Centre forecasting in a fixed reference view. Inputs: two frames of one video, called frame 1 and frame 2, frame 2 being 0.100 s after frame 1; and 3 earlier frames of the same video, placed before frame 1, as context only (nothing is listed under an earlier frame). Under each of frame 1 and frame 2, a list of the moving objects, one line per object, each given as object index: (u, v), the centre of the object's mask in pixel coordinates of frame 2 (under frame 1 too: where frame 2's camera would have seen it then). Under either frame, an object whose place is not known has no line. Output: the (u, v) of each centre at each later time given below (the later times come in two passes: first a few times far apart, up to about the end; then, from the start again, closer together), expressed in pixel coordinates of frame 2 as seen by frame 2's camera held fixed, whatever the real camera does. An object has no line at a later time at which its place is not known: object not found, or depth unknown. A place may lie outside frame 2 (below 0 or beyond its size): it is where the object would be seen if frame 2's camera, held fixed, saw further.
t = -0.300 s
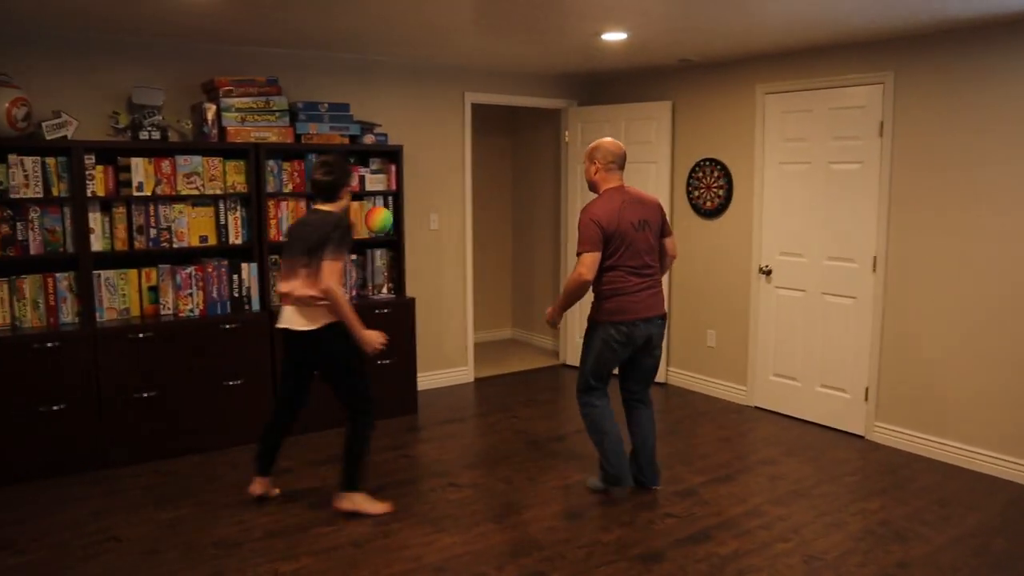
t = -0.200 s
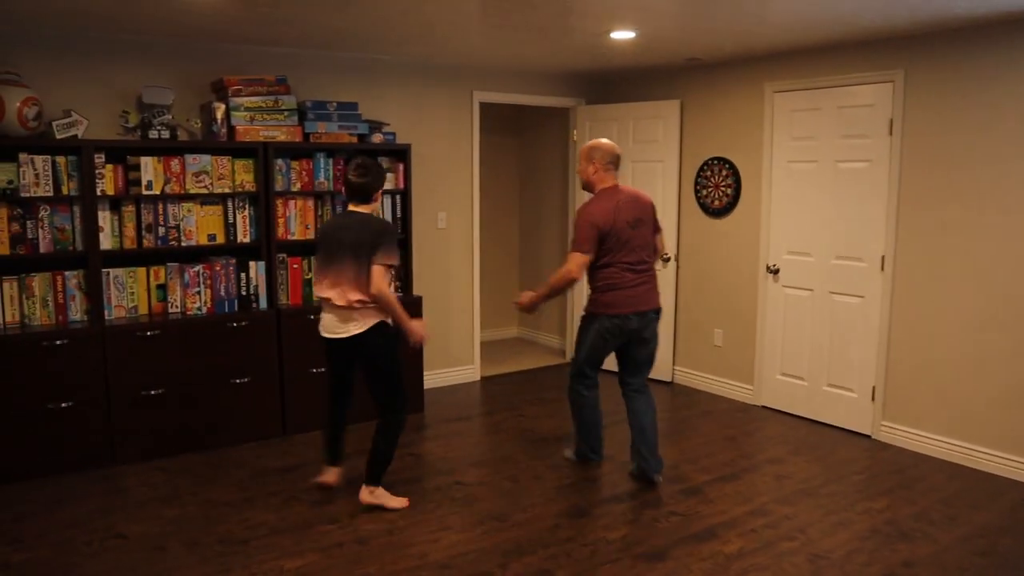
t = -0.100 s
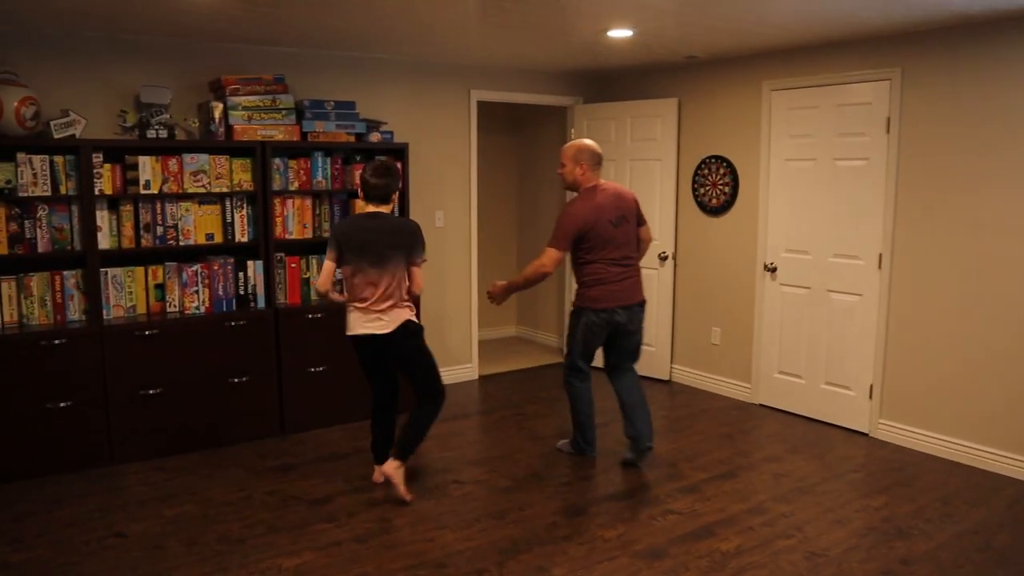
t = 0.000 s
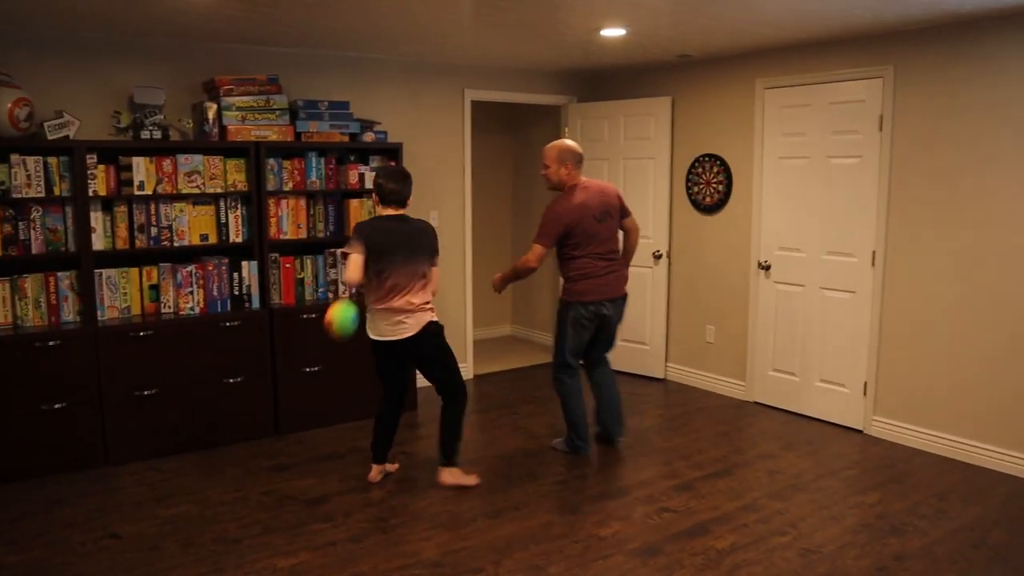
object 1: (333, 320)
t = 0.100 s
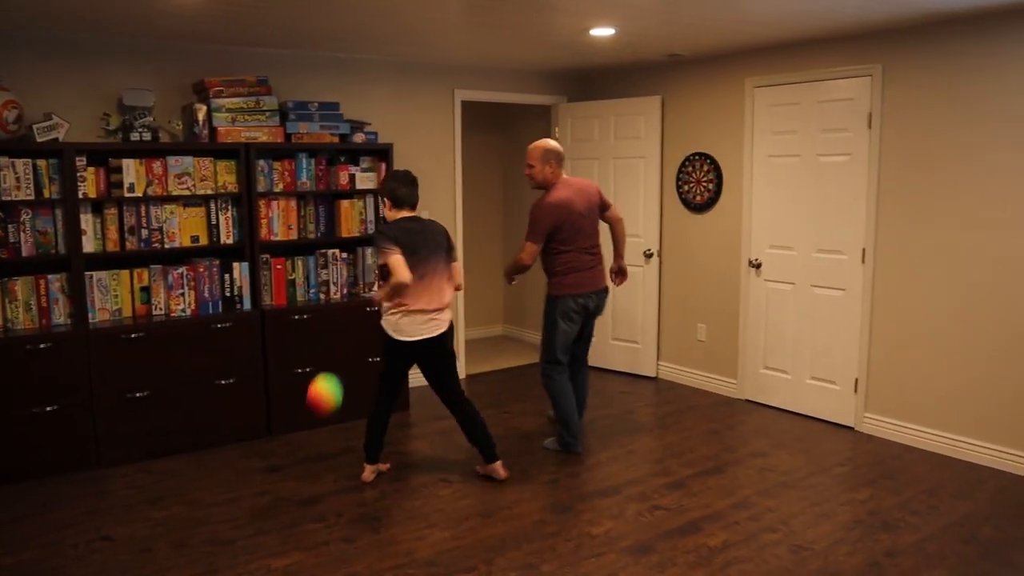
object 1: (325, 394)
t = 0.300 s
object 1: (306, 498)
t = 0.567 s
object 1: (271, 394)
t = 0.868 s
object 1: (242, 498)
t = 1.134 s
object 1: (208, 562)
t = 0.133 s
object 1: (322, 426)
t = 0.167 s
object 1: (320, 461)
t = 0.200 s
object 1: (317, 501)
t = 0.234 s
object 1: (315, 541)
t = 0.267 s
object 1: (310, 523)
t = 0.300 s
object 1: (306, 498)
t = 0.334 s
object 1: (301, 478)
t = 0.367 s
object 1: (296, 459)
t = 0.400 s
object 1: (291, 442)
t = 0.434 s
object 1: (287, 428)
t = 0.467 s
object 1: (283, 415)
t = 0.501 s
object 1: (278, 405)
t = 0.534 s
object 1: (274, 398)
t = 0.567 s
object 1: (271, 394)
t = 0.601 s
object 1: (267, 393)
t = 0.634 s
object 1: (264, 394)
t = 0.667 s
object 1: (260, 399)
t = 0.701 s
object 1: (257, 407)
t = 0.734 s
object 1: (253, 417)
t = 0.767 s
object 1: (249, 431)
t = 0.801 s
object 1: (247, 450)
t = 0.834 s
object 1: (244, 472)
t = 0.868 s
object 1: (242, 498)
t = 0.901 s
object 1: (240, 527)
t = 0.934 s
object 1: (239, 560)
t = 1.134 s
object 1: (208, 562)
